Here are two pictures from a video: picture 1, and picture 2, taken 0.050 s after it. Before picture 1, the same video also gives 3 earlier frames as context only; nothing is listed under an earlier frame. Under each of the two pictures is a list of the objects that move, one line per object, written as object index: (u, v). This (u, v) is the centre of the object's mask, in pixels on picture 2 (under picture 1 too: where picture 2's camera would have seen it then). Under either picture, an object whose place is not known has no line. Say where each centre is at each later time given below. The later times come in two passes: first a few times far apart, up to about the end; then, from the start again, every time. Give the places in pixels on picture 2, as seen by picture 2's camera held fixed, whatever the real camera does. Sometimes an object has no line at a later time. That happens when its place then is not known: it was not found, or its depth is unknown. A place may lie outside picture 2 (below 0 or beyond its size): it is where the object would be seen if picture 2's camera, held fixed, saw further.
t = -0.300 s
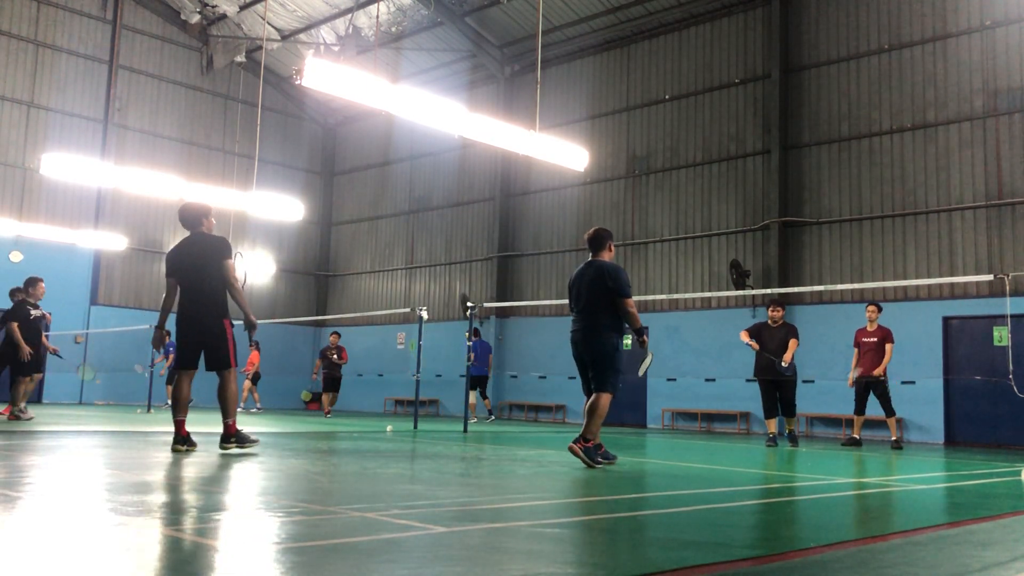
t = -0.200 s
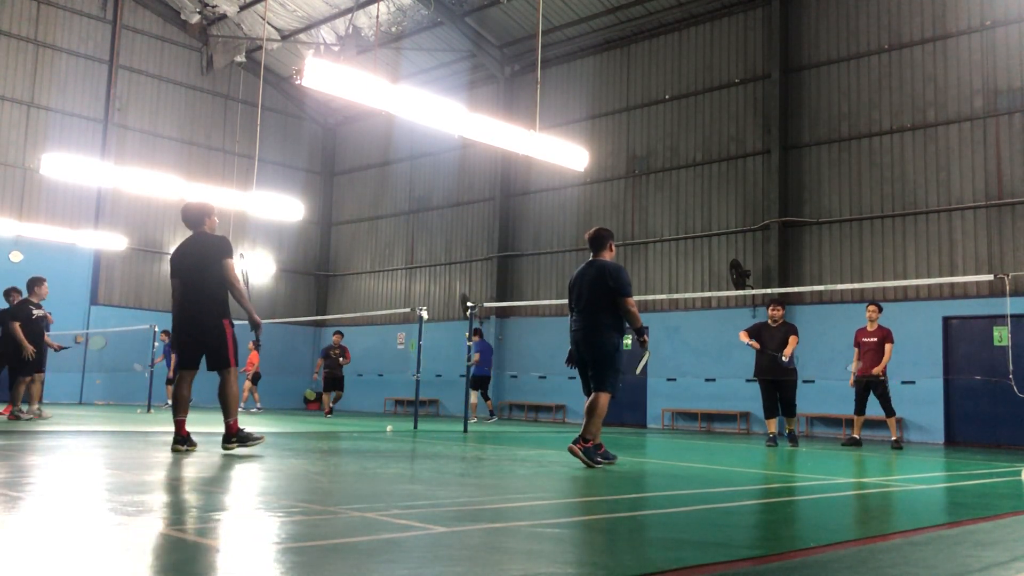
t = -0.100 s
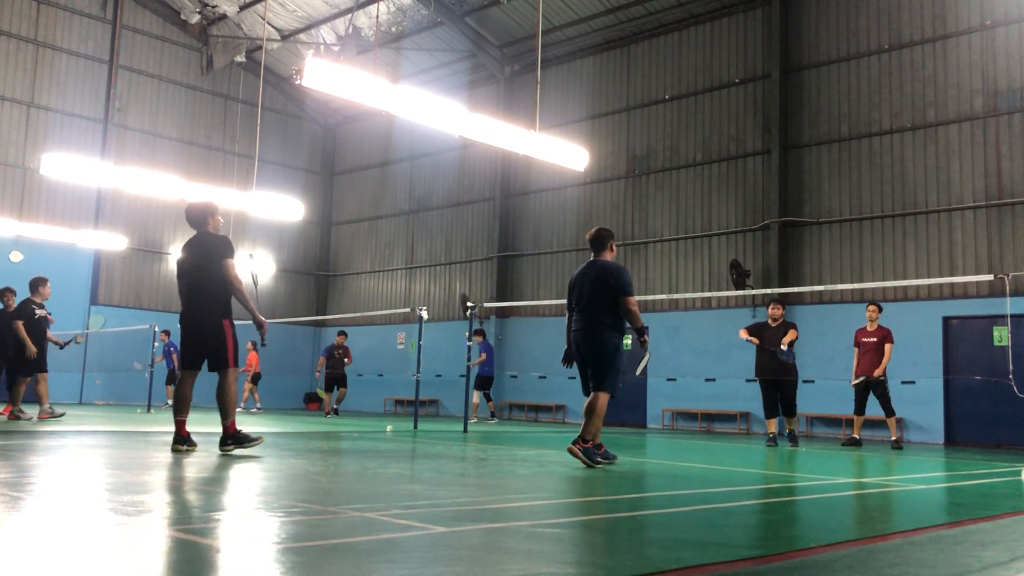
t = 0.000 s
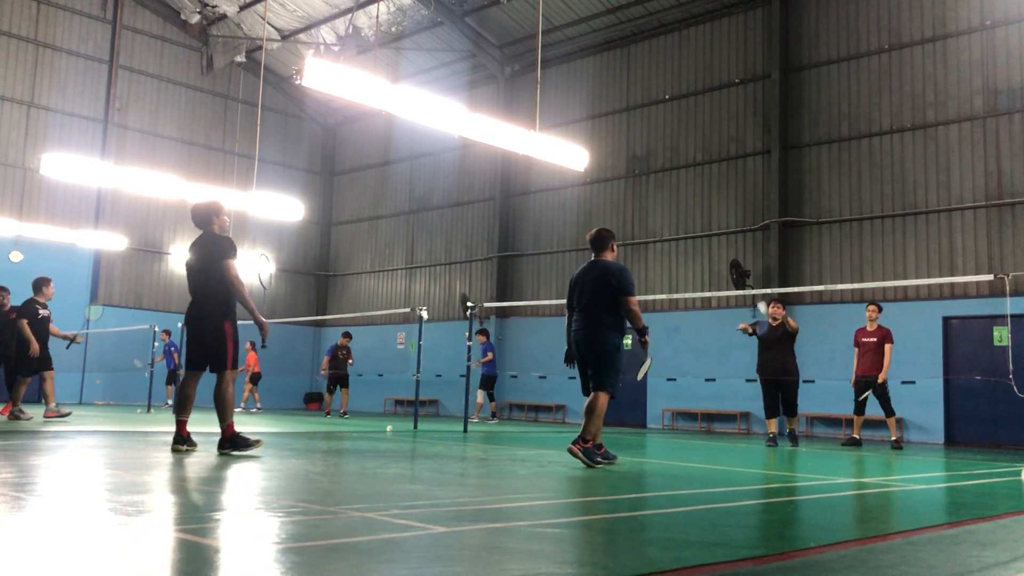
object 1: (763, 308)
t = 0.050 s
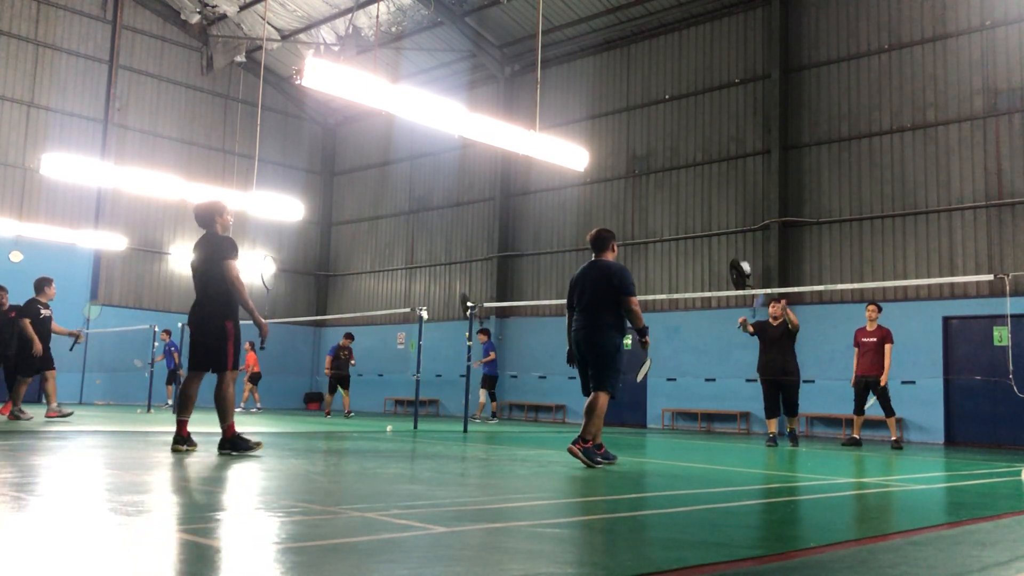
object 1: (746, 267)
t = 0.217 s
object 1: (678, 175)
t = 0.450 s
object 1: (593, 109)
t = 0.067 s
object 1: (739, 255)
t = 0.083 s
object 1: (732, 245)
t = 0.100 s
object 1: (723, 236)
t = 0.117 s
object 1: (716, 227)
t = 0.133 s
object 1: (709, 218)
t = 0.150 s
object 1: (702, 209)
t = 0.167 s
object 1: (696, 201)
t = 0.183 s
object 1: (690, 193)
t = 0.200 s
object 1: (683, 184)
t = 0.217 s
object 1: (678, 175)
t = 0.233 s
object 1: (672, 170)
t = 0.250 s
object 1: (665, 163)
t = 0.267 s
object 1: (659, 156)
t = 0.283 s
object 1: (653, 151)
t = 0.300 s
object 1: (647, 145)
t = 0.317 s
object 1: (641, 140)
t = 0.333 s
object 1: (635, 135)
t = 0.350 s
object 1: (629, 130)
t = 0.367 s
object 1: (623, 126)
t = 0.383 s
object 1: (616, 121)
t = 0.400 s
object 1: (611, 118)
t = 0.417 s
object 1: (605, 115)
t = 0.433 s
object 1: (599, 112)
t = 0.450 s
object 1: (593, 109)
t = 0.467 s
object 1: (587, 107)
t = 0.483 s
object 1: (581, 104)
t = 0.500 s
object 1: (575, 103)
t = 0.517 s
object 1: (570, 101)
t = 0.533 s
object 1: (563, 100)
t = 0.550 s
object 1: (557, 100)
